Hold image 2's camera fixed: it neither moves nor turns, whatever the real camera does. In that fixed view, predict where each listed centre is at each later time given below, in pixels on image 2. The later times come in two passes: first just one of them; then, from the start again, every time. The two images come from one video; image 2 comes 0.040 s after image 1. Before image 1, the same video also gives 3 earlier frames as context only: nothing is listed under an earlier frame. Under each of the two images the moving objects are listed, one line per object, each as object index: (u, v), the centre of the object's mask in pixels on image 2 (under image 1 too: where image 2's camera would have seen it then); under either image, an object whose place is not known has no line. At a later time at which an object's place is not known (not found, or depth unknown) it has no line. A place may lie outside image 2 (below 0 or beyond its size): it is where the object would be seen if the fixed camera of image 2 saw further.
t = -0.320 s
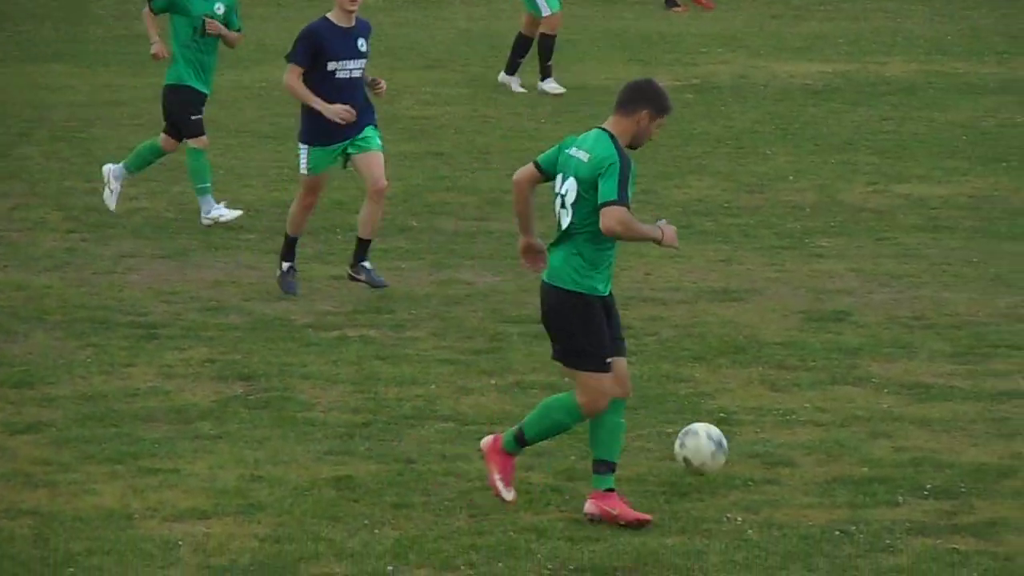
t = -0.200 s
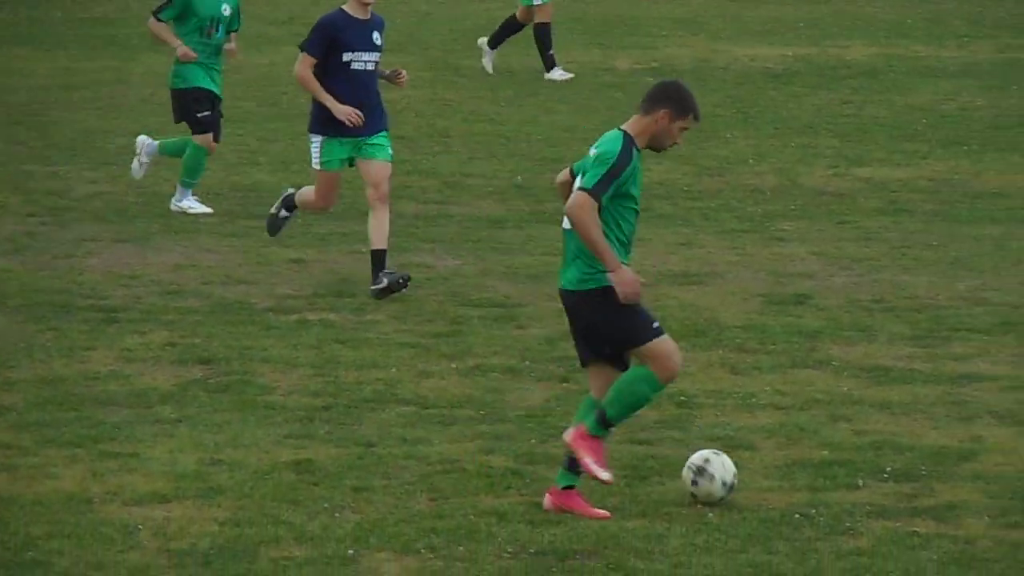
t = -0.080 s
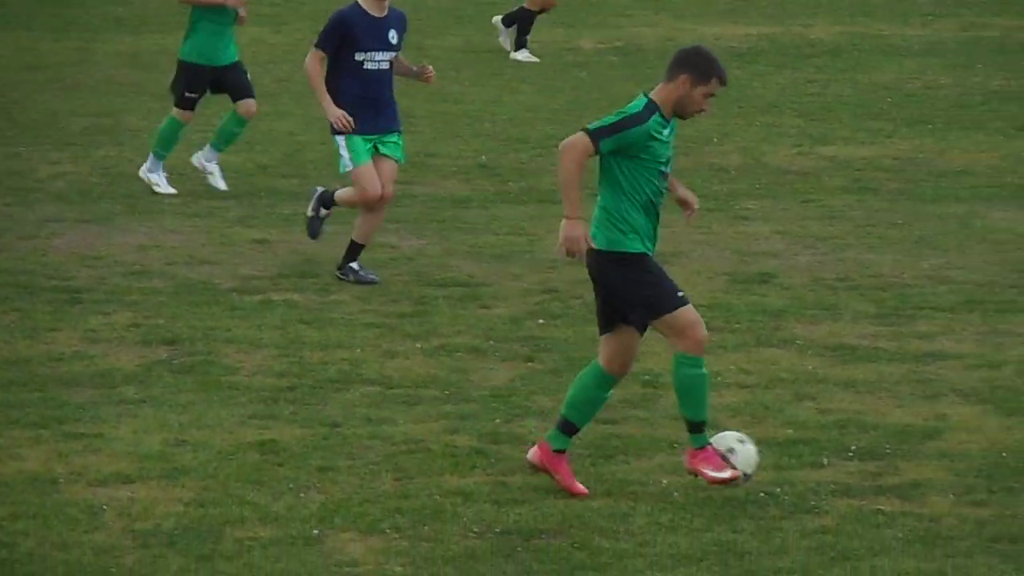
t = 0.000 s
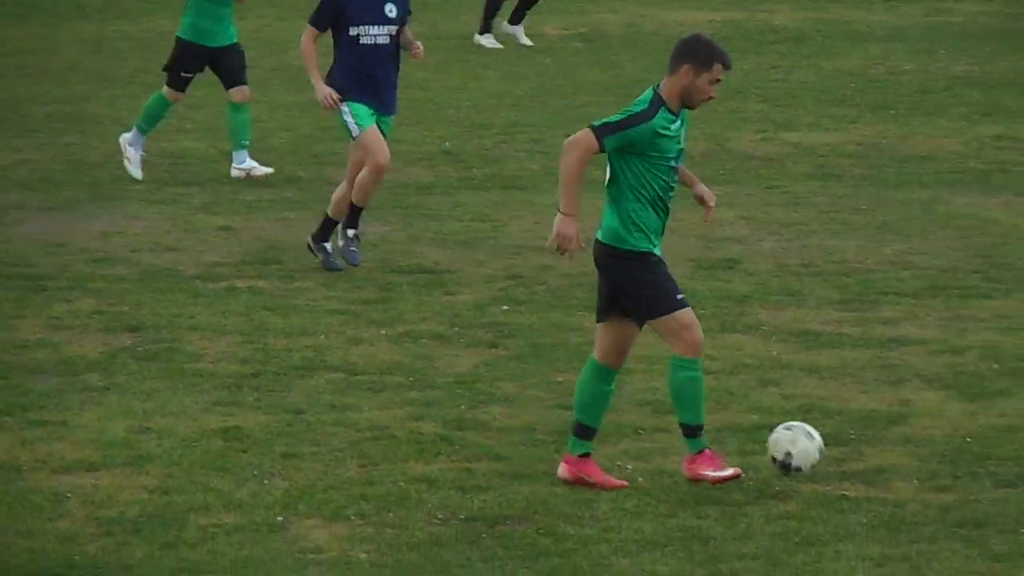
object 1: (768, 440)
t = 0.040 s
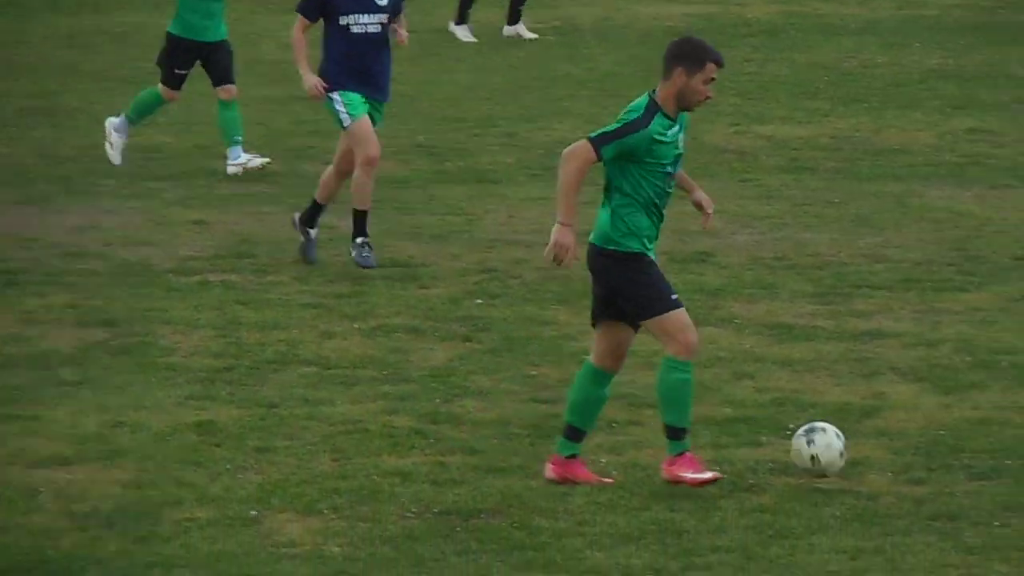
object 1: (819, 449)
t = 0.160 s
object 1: (962, 465)
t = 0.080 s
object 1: (871, 460)
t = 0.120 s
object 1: (918, 466)
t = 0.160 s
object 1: (962, 465)
